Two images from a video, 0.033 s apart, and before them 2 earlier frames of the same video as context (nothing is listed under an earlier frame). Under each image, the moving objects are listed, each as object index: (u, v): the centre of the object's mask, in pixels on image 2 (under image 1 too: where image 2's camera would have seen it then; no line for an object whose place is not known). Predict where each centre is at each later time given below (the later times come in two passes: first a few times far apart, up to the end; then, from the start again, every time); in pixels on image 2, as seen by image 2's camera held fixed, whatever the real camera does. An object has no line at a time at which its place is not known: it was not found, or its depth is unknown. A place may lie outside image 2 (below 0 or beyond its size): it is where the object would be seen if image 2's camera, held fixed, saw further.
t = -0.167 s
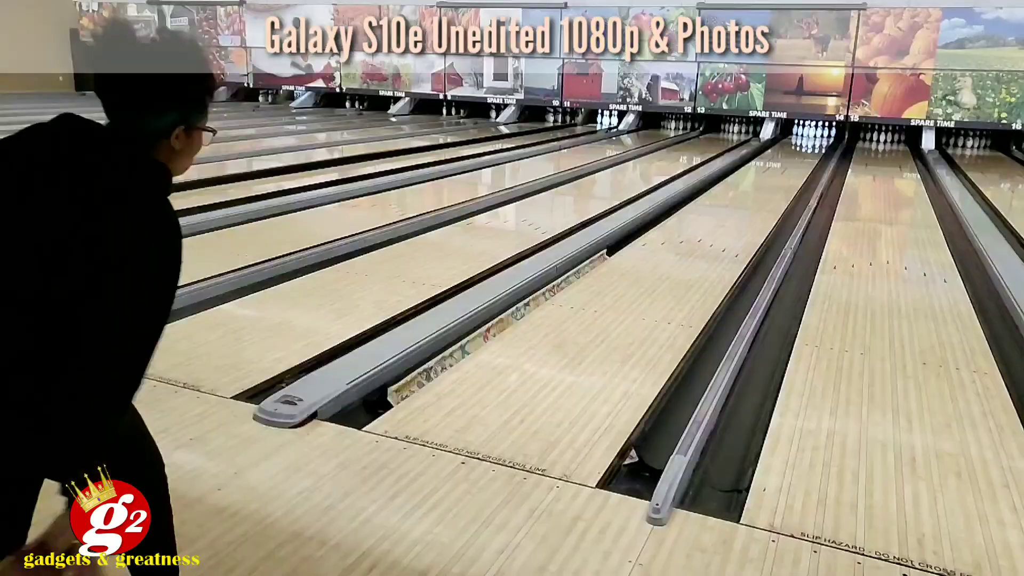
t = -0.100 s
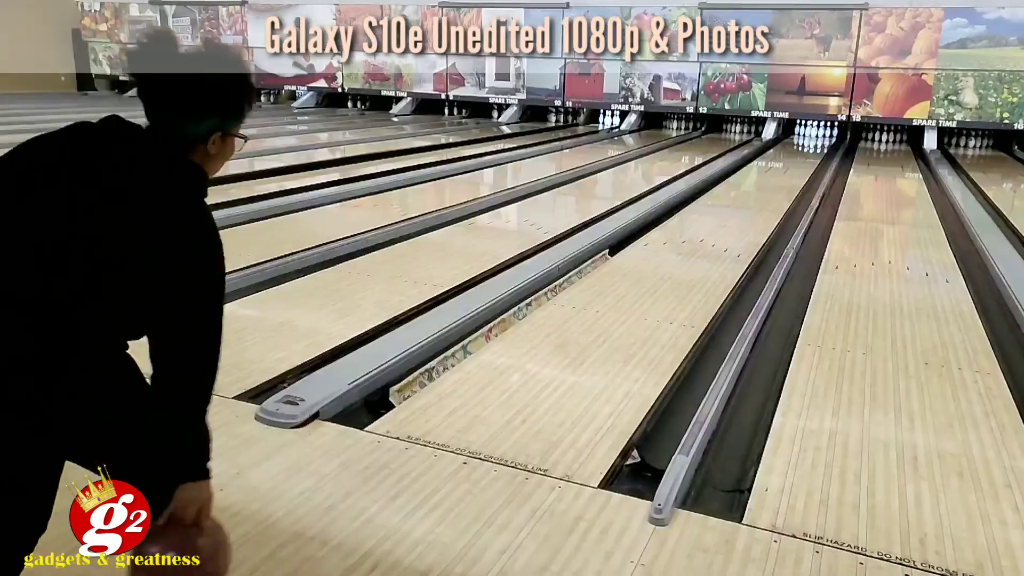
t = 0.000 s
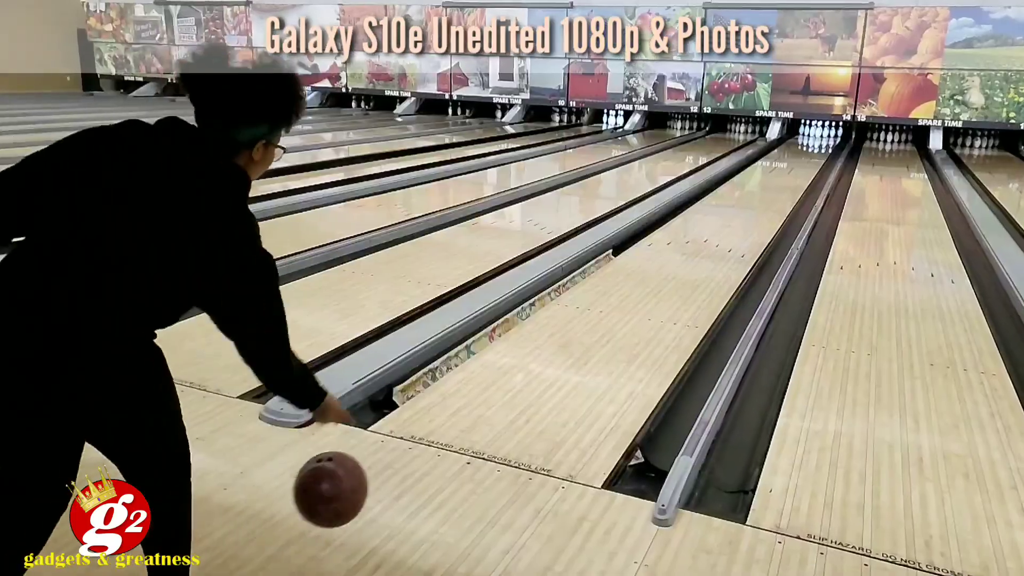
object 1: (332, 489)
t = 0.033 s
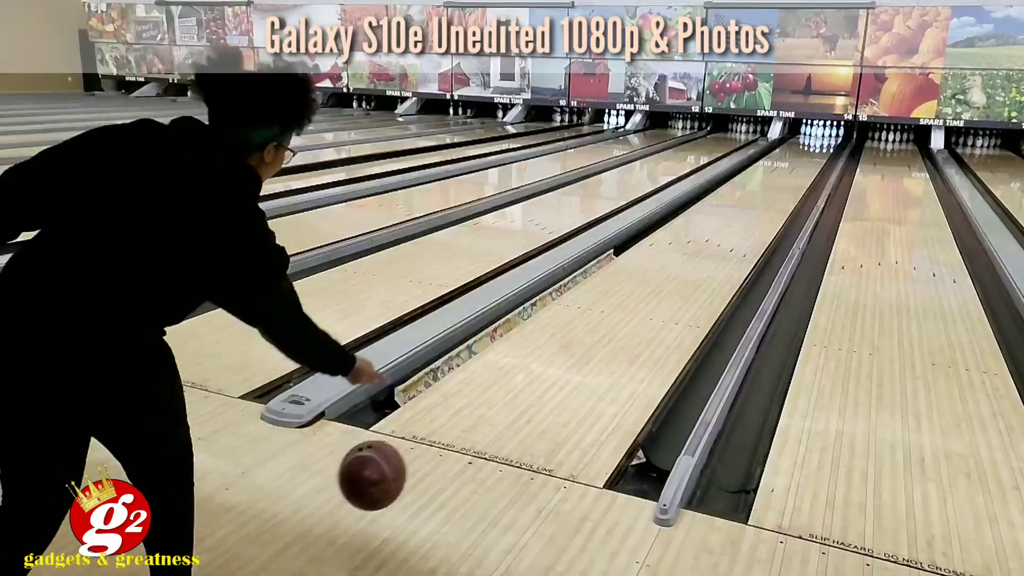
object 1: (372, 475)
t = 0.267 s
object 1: (525, 383)
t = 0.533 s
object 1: (611, 303)
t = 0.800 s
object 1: (662, 256)
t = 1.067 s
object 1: (696, 226)
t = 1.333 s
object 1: (720, 204)
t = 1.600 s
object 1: (737, 188)
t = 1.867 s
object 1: (752, 176)
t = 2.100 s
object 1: (762, 167)
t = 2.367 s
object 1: (770, 160)
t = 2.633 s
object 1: (778, 153)
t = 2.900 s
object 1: (784, 147)
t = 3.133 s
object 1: (788, 142)
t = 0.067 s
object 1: (403, 468)
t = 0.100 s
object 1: (426, 464)
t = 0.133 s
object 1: (452, 447)
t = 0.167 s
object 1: (474, 424)
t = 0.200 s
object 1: (490, 408)
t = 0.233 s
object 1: (509, 392)
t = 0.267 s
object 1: (525, 383)
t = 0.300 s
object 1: (539, 369)
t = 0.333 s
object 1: (552, 358)
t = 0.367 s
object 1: (564, 347)
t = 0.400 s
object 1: (574, 337)
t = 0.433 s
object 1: (585, 327)
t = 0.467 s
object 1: (594, 319)
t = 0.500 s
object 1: (603, 311)
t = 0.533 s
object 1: (611, 303)
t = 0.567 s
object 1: (619, 296)
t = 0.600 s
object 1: (626, 289)
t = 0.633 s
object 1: (633, 283)
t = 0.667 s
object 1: (640, 277)
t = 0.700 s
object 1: (646, 272)
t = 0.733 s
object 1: (652, 266)
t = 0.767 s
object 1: (657, 261)
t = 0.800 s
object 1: (662, 256)
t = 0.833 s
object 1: (668, 252)
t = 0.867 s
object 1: (672, 247)
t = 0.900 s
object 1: (677, 243)
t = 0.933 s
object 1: (681, 239)
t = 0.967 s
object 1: (685, 236)
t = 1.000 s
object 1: (689, 232)
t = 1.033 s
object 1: (692, 229)
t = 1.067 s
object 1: (696, 226)
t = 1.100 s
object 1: (699, 223)
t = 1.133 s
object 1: (702, 220)
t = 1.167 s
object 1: (706, 217)
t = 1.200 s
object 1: (709, 215)
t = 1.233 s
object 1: (712, 212)
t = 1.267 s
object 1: (715, 209)
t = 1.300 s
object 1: (717, 207)
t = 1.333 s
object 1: (720, 204)
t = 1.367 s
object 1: (722, 202)
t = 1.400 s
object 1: (725, 200)
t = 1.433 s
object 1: (727, 198)
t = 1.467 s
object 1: (730, 196)
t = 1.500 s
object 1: (732, 194)
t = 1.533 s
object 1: (734, 192)
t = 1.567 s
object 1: (736, 190)
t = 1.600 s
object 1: (737, 188)
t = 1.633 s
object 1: (740, 186)
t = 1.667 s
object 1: (741, 185)
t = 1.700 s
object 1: (743, 183)
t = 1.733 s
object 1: (745, 182)
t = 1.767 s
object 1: (747, 180)
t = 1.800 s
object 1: (748, 179)
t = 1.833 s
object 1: (750, 177)
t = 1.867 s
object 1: (752, 176)
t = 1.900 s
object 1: (753, 175)
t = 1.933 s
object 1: (755, 173)
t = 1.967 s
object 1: (756, 172)
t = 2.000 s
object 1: (758, 171)
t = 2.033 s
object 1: (759, 170)
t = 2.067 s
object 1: (760, 169)
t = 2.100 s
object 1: (762, 167)
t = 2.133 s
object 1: (763, 166)
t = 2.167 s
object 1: (764, 166)
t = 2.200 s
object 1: (765, 165)
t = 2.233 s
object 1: (766, 164)
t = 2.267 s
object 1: (767, 163)
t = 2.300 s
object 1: (768, 162)
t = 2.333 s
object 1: (769, 161)
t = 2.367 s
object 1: (770, 160)
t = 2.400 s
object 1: (771, 159)
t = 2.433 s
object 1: (772, 157)
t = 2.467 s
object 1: (773, 157)
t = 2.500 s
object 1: (773, 156)
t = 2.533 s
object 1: (775, 155)
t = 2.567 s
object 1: (776, 154)
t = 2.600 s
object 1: (777, 153)
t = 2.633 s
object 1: (778, 153)
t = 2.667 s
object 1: (779, 152)
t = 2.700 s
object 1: (779, 151)
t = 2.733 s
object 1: (780, 150)
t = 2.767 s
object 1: (781, 149)
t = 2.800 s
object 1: (782, 149)
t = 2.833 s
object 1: (782, 148)
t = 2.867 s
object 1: (783, 148)
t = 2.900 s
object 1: (784, 147)
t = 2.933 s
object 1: (785, 146)
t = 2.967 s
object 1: (785, 146)
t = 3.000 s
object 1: (785, 145)
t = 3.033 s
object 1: (786, 145)
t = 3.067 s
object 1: (786, 144)
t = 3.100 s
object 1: (788, 143)
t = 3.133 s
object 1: (788, 142)
